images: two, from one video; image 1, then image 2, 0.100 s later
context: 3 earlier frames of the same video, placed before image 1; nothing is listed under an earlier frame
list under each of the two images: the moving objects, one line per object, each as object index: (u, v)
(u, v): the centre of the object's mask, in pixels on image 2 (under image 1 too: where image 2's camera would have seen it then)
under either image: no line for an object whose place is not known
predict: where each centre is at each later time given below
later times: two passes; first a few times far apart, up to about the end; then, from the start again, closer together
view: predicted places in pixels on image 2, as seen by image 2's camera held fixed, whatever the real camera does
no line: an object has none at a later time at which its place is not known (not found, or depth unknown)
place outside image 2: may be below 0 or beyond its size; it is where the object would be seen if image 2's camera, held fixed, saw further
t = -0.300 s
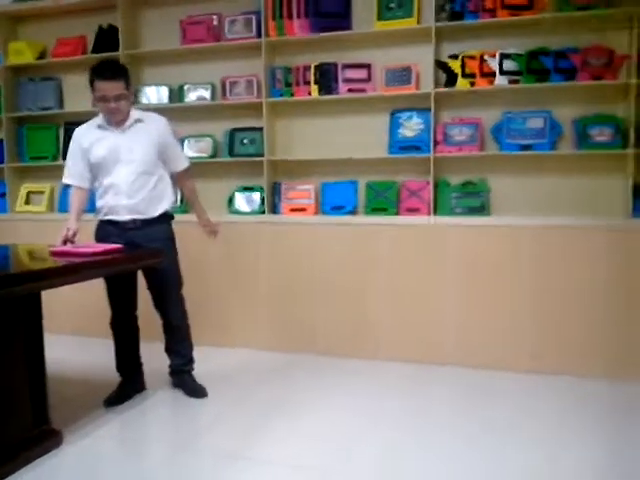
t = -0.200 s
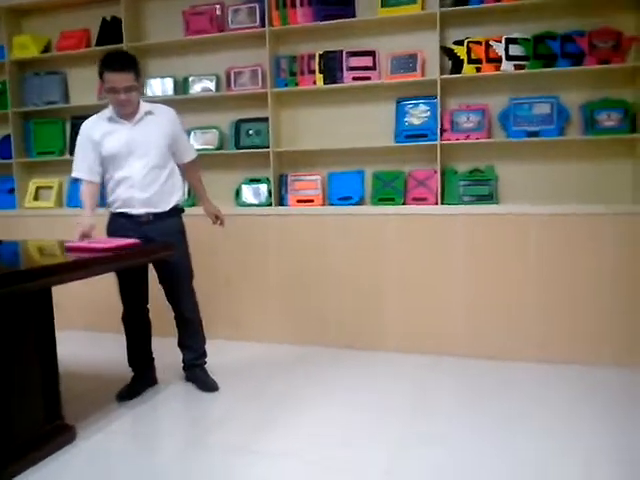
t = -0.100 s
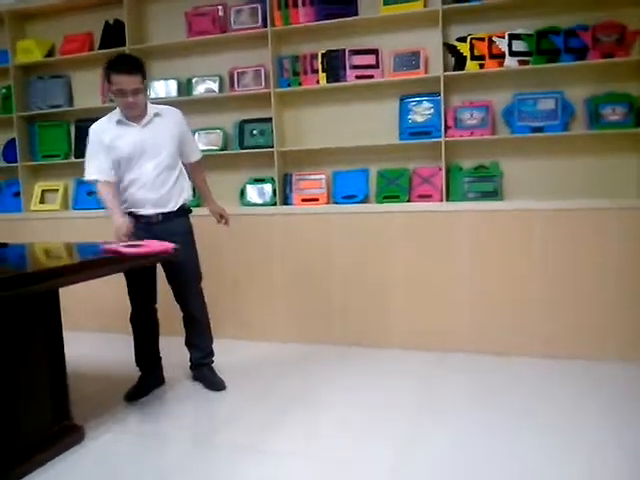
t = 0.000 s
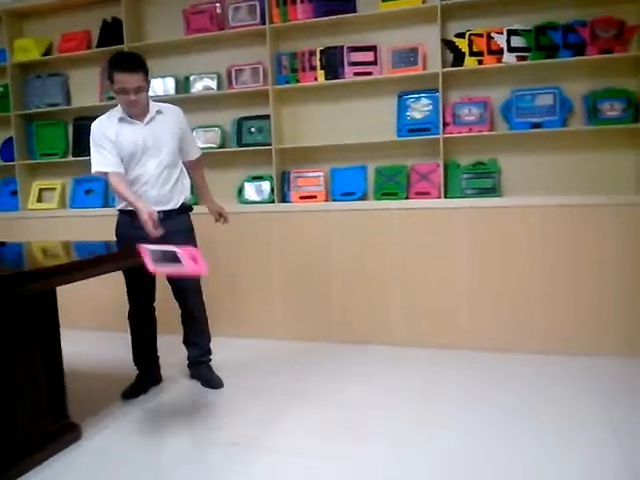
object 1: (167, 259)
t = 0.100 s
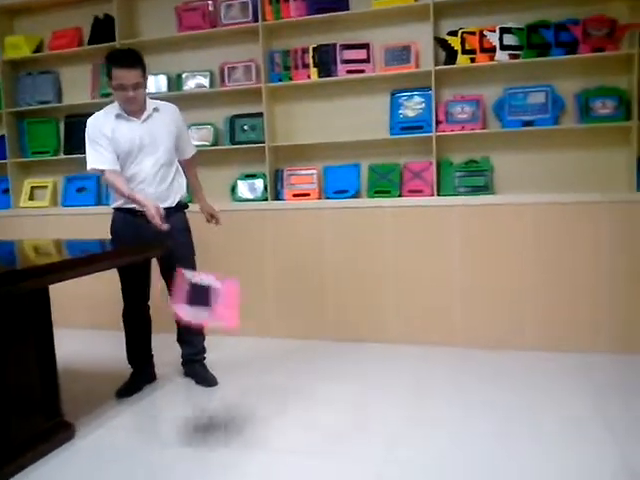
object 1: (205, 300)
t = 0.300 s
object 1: (301, 448)
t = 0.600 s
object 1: (335, 429)
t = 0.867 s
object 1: (335, 430)
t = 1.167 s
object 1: (335, 429)
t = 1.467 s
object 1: (335, 430)
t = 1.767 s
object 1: (335, 430)
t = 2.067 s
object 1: (335, 430)
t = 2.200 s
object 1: (335, 430)
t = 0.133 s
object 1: (220, 319)
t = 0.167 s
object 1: (235, 342)
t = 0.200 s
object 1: (250, 369)
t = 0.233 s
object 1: (273, 412)
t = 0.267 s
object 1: (290, 443)
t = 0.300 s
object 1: (301, 448)
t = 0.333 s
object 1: (311, 442)
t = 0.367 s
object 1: (316, 435)
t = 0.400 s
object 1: (321, 432)
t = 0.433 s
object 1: (325, 429)
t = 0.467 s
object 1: (330, 427)
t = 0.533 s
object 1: (334, 429)
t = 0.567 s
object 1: (334, 429)
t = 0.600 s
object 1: (335, 429)
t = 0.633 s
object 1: (334, 429)
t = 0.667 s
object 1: (335, 429)
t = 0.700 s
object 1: (335, 430)
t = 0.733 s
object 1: (334, 430)
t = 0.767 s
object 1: (335, 430)
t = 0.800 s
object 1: (335, 430)
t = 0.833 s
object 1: (335, 430)
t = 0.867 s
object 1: (335, 430)
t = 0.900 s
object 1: (335, 430)
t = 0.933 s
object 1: (335, 430)
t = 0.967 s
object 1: (335, 430)
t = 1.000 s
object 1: (335, 430)
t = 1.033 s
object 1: (335, 430)
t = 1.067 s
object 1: (335, 430)
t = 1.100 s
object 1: (335, 430)
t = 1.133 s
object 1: (335, 430)
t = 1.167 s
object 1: (335, 429)
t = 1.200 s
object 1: (335, 430)
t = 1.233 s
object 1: (335, 430)
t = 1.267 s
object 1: (335, 430)
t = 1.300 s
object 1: (335, 430)
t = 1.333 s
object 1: (335, 430)
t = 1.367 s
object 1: (335, 430)
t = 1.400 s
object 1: (335, 430)
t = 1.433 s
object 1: (335, 430)
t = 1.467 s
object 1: (335, 430)
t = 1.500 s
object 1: (335, 430)
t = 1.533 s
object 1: (335, 430)
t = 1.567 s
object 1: (335, 430)
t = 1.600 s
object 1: (335, 430)
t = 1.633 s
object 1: (335, 430)
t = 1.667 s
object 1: (335, 430)
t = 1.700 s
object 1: (335, 430)
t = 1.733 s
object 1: (335, 430)
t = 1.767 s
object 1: (335, 430)
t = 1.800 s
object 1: (336, 430)
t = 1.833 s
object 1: (335, 430)
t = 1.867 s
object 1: (335, 430)
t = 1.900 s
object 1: (335, 430)
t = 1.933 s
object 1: (335, 431)
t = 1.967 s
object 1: (335, 430)
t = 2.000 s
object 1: (335, 431)
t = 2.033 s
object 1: (335, 430)
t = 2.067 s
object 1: (335, 430)
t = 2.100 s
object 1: (335, 430)
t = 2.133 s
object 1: (335, 430)
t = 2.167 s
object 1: (335, 430)
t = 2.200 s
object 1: (335, 430)
